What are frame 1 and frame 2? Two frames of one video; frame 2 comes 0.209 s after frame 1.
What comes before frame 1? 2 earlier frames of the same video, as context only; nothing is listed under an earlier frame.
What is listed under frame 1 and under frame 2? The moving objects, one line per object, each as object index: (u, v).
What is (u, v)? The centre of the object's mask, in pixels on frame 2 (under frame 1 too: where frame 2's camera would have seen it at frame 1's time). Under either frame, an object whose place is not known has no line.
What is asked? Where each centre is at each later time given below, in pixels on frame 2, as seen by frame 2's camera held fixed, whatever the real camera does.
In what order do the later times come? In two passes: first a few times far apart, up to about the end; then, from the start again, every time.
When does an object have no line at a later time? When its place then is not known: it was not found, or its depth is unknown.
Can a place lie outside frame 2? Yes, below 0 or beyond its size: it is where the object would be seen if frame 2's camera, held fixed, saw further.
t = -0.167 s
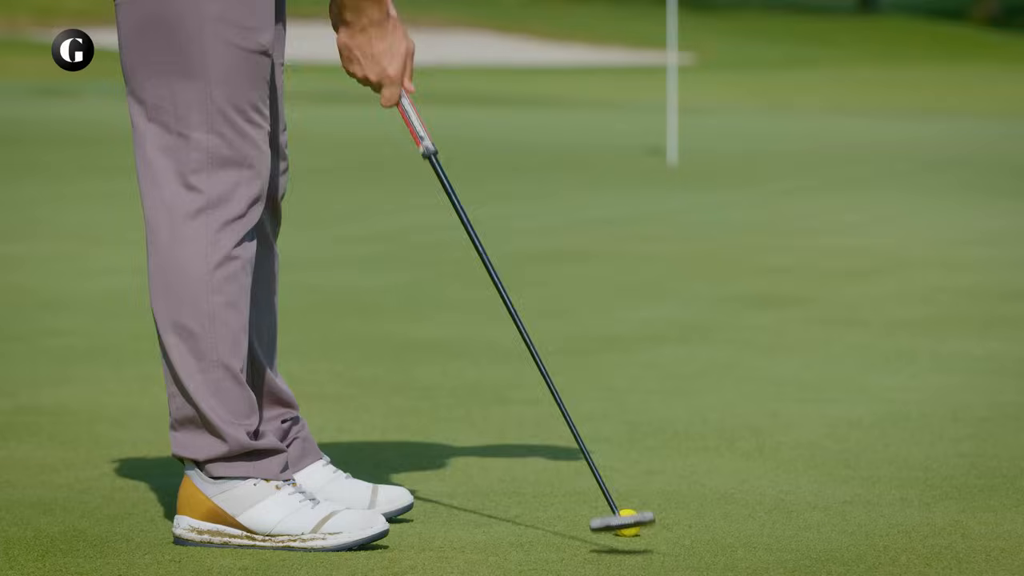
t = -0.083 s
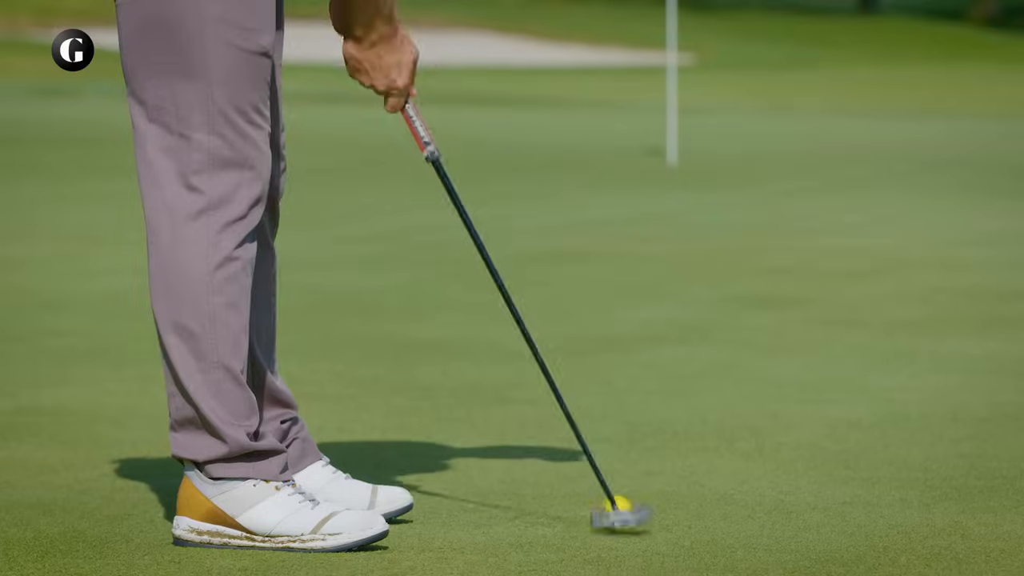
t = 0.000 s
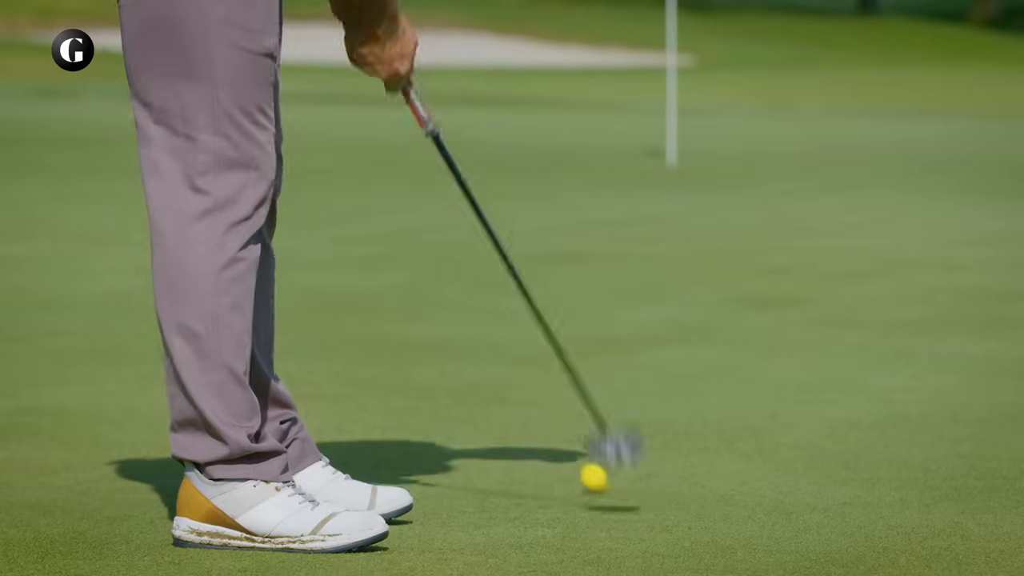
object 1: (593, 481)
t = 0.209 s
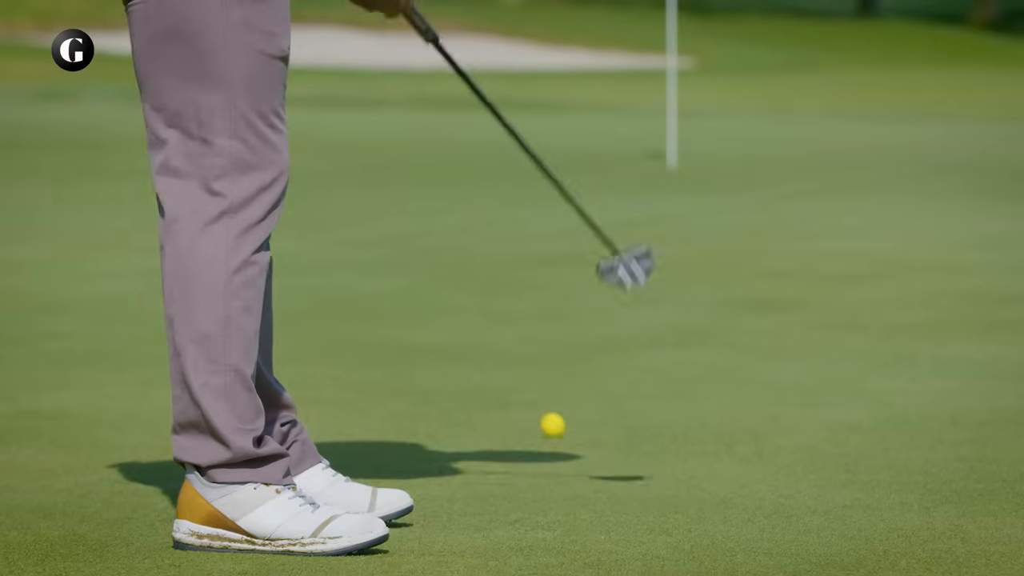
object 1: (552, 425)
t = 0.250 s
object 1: (548, 416)
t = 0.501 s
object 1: (523, 367)
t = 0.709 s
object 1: (509, 341)
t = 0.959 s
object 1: (498, 313)
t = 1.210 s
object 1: (494, 289)
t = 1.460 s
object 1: (493, 270)
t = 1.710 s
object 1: (494, 254)
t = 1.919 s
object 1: (497, 243)
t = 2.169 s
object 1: (501, 233)
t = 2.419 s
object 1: (508, 224)
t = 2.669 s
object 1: (516, 216)
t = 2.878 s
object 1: (524, 211)
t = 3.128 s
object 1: (534, 206)
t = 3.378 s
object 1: (544, 200)
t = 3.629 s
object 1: (556, 196)
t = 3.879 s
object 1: (569, 191)
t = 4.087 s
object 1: (580, 188)
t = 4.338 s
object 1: (595, 184)
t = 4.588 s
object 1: (609, 180)
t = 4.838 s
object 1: (624, 176)
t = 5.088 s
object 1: (640, 172)
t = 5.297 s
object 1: (652, 170)
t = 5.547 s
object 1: (668, 167)
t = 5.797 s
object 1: (685, 164)
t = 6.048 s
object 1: (702, 163)
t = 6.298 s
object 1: (718, 161)
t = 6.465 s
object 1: (729, 161)
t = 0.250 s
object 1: (548, 416)
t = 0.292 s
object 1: (543, 407)
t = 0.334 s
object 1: (538, 398)
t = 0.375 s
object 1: (535, 390)
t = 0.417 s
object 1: (531, 382)
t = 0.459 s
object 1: (527, 378)
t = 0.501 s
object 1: (523, 367)
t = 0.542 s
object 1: (520, 364)
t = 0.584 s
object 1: (517, 357)
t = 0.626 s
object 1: (515, 352)
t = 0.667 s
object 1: (512, 347)
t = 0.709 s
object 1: (509, 341)
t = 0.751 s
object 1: (507, 337)
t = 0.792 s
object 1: (504, 332)
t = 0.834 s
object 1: (502, 326)
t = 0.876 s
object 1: (500, 322)
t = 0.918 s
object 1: (499, 318)
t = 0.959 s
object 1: (498, 313)
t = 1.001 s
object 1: (497, 309)
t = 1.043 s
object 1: (496, 305)
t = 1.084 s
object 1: (496, 301)
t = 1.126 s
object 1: (495, 297)
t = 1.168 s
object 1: (494, 293)
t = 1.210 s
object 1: (494, 289)
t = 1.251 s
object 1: (494, 286)
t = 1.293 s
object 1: (494, 282)
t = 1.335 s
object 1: (493, 279)
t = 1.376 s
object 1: (493, 276)
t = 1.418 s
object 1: (493, 273)
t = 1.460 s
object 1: (493, 270)
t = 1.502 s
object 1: (493, 267)
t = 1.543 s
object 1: (494, 264)
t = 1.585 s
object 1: (494, 262)
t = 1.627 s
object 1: (494, 259)
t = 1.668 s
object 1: (494, 257)
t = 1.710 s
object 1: (494, 254)
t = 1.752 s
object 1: (494, 251)
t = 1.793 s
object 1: (495, 249)
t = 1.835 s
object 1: (495, 247)
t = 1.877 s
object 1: (496, 245)
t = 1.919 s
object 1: (497, 243)
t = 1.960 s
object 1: (497, 240)
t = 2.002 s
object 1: (498, 238)
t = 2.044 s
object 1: (498, 237)
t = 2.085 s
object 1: (499, 236)
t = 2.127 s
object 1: (500, 234)
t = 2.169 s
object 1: (501, 233)
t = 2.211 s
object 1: (502, 231)
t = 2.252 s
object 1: (503, 229)
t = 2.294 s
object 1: (504, 228)
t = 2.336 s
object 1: (505, 227)
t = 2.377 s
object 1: (507, 225)
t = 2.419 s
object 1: (508, 224)
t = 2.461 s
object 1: (509, 222)
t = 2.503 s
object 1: (511, 221)
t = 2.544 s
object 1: (512, 220)
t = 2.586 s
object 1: (513, 219)
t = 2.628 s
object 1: (515, 218)
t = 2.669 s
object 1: (516, 216)
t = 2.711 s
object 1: (517, 215)
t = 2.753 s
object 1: (519, 214)
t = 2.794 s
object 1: (521, 213)
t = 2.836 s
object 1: (522, 212)
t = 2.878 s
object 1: (524, 211)
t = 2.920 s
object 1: (525, 211)
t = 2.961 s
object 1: (527, 210)
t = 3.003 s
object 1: (528, 208)
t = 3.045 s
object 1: (530, 208)
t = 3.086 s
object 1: (532, 206)
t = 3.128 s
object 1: (534, 206)
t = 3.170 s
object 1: (536, 205)
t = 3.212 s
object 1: (537, 204)
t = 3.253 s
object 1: (539, 203)
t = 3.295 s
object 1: (541, 202)
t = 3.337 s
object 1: (543, 201)
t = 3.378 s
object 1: (544, 200)
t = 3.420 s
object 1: (546, 200)
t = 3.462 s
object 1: (548, 199)
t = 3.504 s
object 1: (550, 198)
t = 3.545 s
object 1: (552, 197)
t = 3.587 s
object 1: (554, 197)
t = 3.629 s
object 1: (556, 196)
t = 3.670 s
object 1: (558, 195)
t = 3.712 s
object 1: (561, 194)
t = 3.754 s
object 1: (563, 193)
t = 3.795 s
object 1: (565, 193)
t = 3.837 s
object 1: (567, 192)
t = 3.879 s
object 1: (569, 191)
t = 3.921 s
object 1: (571, 190)
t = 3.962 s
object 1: (573, 190)
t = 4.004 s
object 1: (576, 189)
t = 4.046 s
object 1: (578, 188)
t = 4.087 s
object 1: (580, 188)
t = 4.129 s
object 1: (583, 187)
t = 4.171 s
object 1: (585, 186)
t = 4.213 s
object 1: (587, 185)
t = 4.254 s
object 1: (590, 185)
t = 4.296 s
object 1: (592, 184)
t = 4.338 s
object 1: (595, 184)
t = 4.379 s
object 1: (597, 183)
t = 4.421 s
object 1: (599, 182)
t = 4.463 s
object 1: (601, 182)
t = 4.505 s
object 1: (604, 181)
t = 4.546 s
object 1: (607, 180)
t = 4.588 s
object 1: (609, 180)
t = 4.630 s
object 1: (611, 179)
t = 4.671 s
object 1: (613, 178)
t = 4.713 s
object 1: (616, 178)
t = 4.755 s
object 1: (619, 177)
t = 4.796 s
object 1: (621, 177)
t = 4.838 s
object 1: (624, 176)
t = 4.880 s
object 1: (626, 176)
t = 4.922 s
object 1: (629, 175)
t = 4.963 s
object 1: (632, 174)
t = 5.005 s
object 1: (634, 174)
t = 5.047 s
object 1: (637, 174)
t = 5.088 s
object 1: (640, 172)
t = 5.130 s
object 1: (642, 172)
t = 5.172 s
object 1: (644, 172)
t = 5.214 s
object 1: (647, 171)
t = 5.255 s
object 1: (650, 171)
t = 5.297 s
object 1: (652, 170)
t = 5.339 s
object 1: (655, 169)
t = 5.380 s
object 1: (657, 169)
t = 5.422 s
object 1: (660, 169)
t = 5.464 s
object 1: (663, 168)
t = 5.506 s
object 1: (666, 167)
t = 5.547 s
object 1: (668, 167)
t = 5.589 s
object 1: (671, 167)
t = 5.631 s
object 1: (674, 166)
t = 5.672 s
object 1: (676, 166)
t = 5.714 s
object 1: (679, 166)
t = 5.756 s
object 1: (682, 165)
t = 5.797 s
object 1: (685, 164)
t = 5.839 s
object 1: (688, 164)
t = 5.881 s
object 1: (690, 164)
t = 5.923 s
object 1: (693, 164)
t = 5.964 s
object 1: (696, 163)
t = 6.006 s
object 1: (698, 163)
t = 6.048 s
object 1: (702, 163)
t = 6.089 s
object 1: (704, 163)
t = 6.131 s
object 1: (707, 162)
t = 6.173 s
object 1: (710, 162)
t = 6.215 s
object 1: (712, 162)
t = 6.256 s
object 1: (715, 161)
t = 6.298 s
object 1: (718, 161)
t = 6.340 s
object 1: (721, 161)
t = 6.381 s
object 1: (723, 161)
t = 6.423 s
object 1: (726, 161)
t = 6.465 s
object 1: (729, 161)
